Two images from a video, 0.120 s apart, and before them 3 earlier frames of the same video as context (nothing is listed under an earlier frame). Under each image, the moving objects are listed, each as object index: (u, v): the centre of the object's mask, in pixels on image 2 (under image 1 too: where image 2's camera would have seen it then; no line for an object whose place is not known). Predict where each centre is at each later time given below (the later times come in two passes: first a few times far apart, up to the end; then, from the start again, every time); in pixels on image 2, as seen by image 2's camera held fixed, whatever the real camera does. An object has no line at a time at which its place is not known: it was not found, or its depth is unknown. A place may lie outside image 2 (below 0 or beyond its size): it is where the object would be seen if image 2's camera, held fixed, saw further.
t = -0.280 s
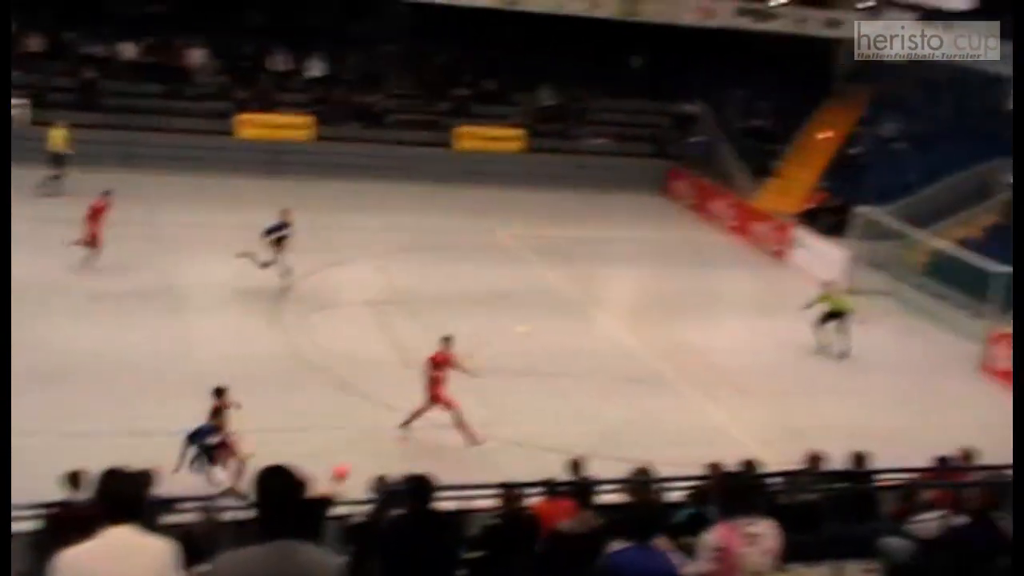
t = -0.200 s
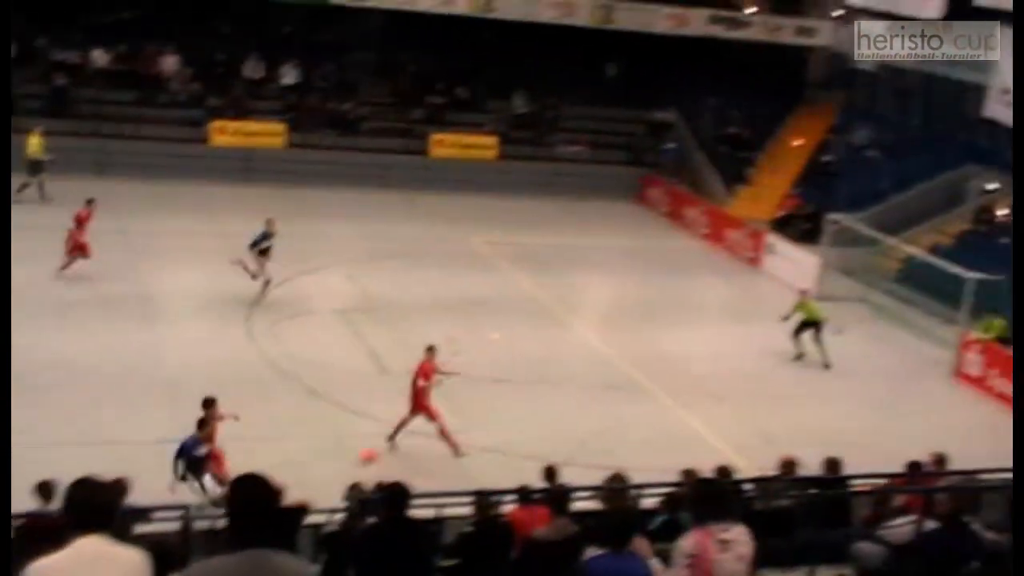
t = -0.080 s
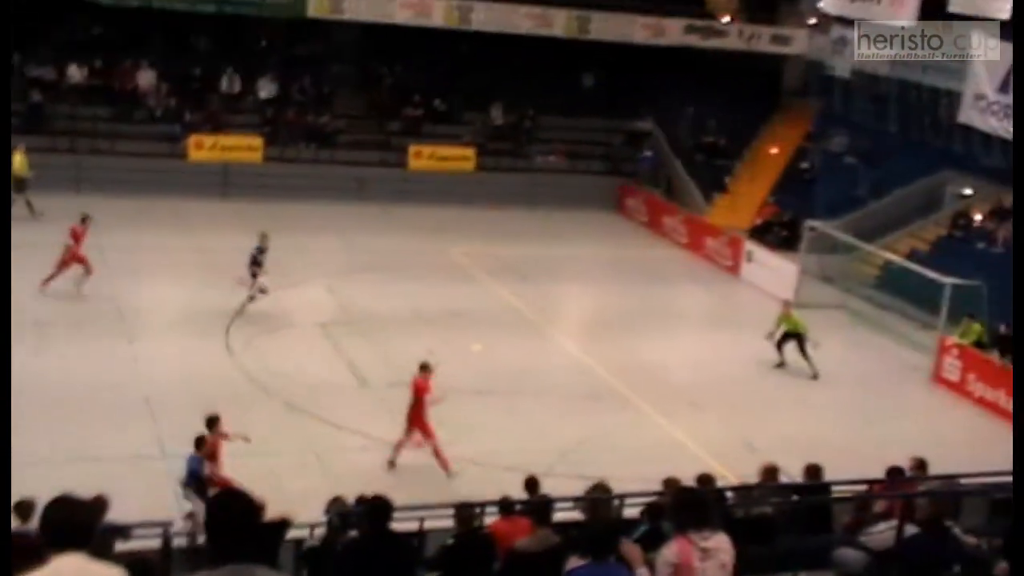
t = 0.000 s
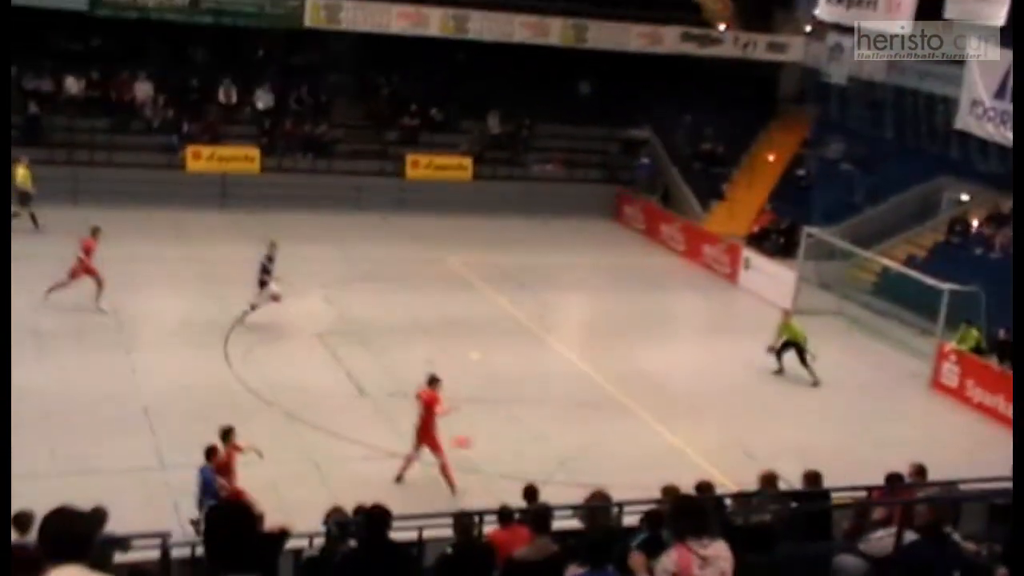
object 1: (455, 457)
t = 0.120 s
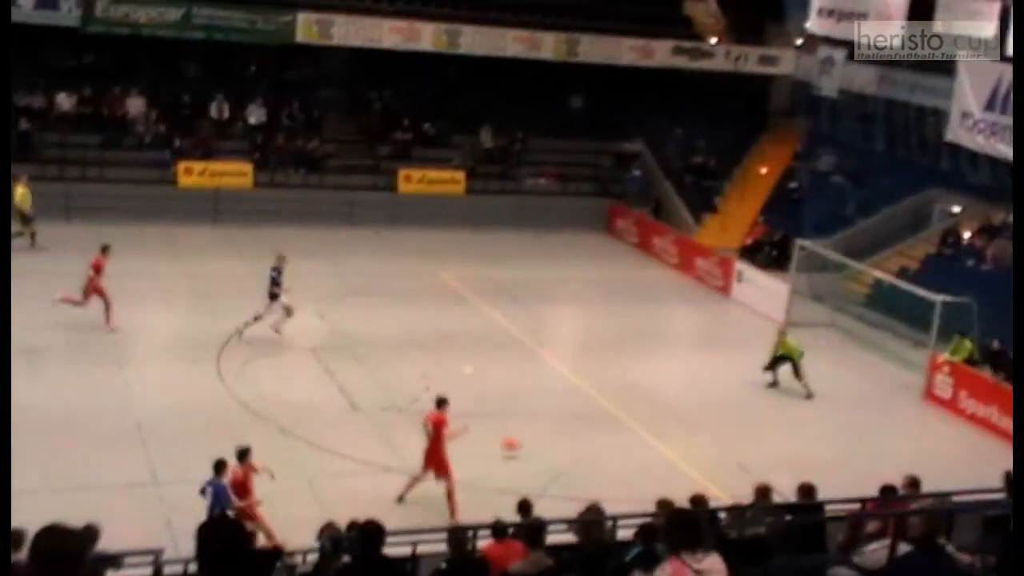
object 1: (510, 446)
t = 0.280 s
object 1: (571, 427)
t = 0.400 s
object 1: (609, 408)
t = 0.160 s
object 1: (527, 444)
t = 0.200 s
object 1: (543, 440)
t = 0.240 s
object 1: (558, 433)
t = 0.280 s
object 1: (571, 427)
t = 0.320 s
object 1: (585, 420)
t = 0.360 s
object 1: (598, 413)
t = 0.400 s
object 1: (609, 408)
